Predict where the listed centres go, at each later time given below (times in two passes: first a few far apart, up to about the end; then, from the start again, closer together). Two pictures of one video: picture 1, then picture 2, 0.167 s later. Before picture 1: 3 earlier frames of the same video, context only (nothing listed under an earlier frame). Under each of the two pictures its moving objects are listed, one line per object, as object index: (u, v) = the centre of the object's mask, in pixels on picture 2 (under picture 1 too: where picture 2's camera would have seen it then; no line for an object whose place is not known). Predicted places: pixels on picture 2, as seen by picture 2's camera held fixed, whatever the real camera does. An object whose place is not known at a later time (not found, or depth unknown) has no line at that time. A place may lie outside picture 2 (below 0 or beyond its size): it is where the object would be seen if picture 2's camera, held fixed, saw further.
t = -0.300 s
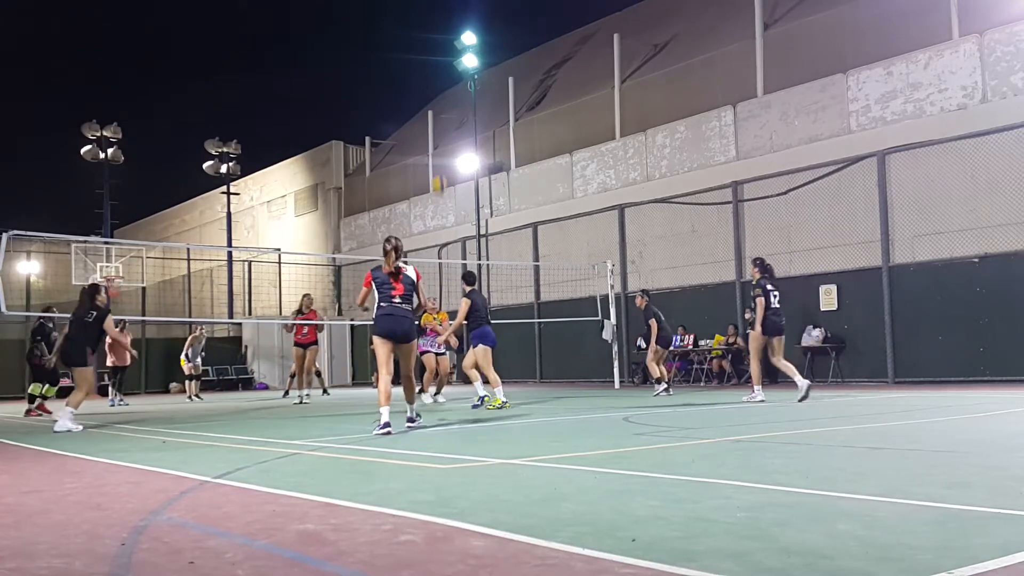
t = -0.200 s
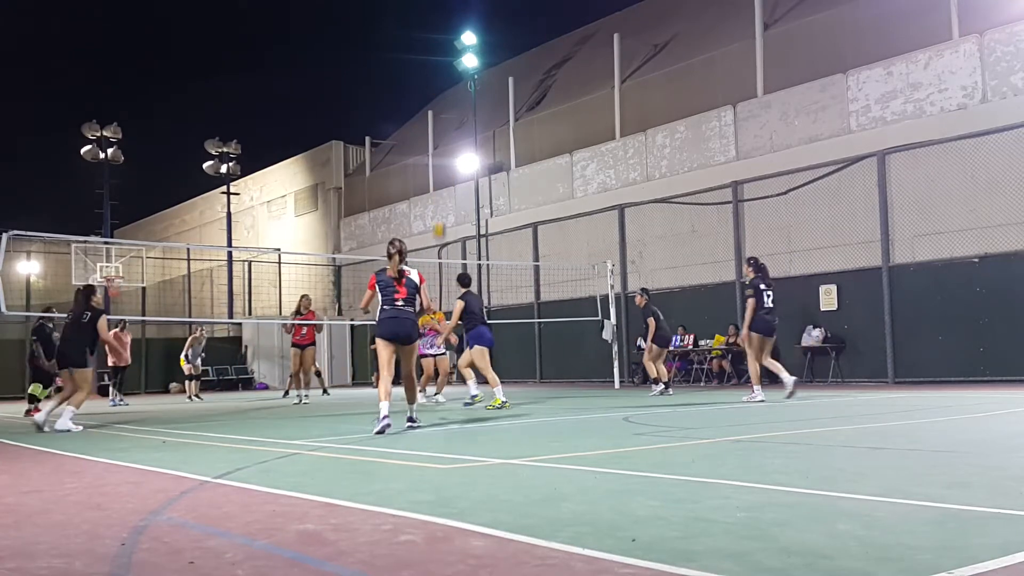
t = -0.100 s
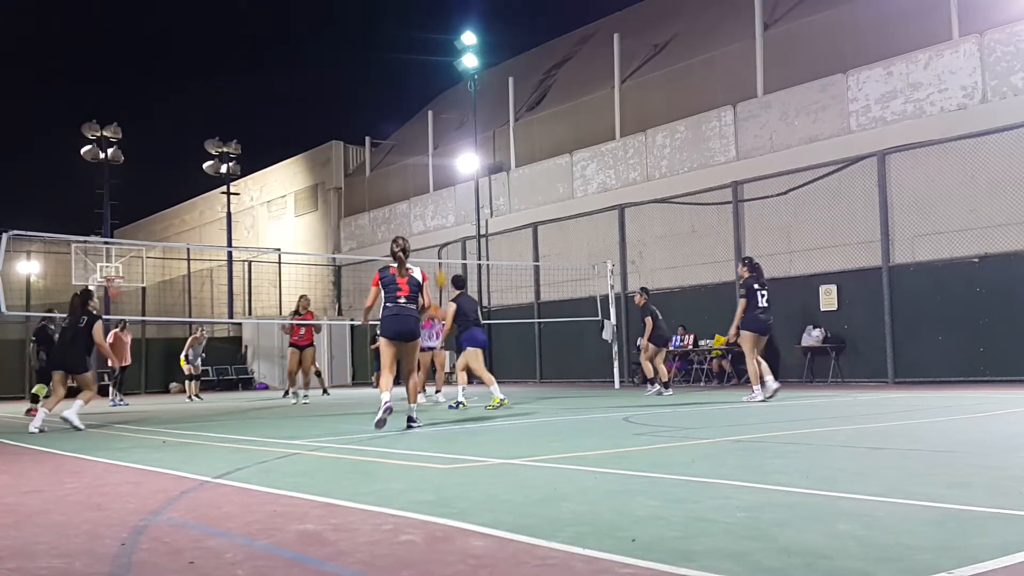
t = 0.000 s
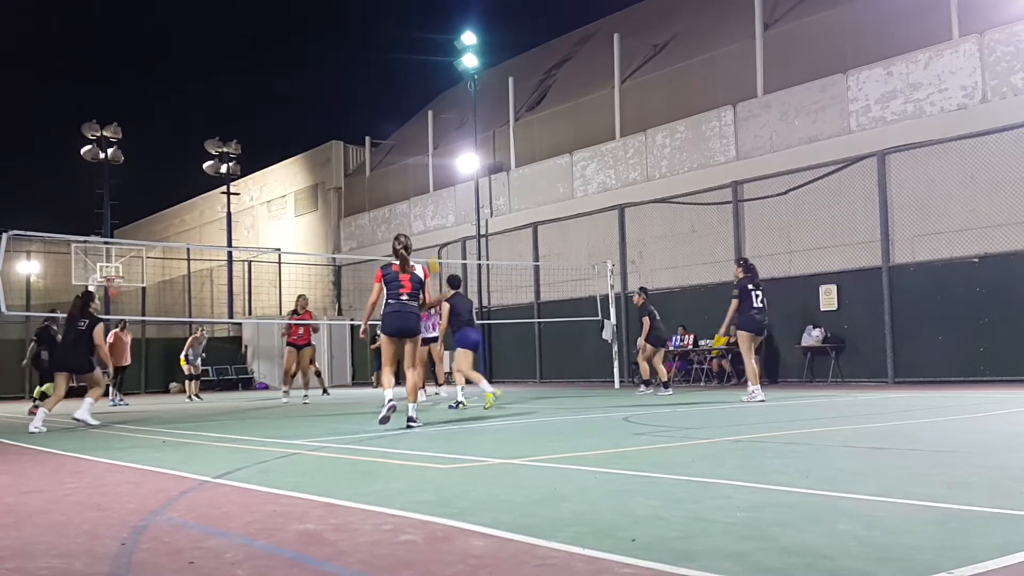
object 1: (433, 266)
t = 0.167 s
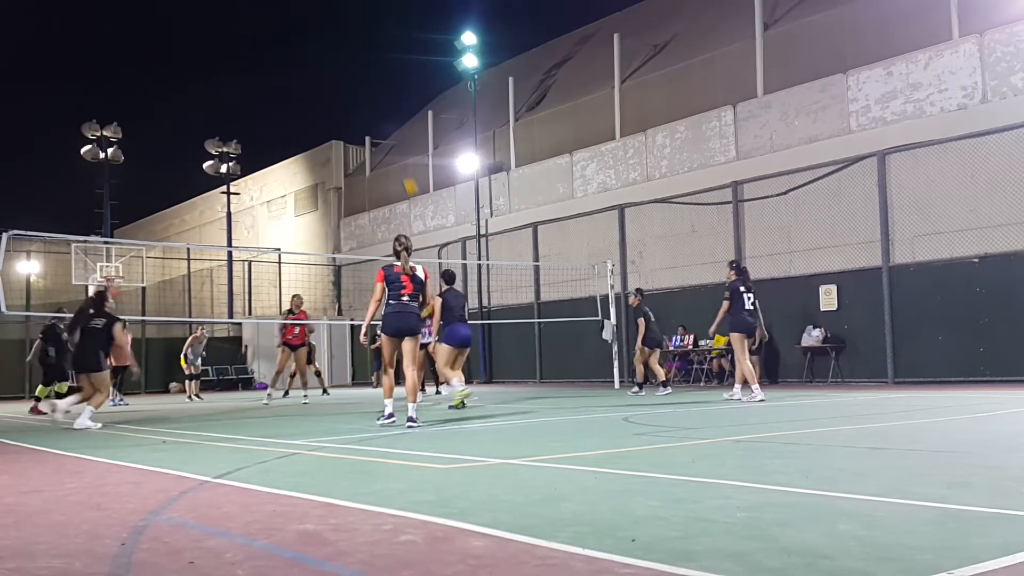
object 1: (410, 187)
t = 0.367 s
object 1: (387, 119)
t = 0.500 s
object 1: (372, 88)
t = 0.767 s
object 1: (342, 63)
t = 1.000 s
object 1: (316, 85)
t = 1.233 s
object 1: (291, 149)
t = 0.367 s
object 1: (387, 119)
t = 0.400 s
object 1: (383, 110)
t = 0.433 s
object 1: (379, 102)
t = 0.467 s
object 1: (376, 94)
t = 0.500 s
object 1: (372, 88)
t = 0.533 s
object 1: (368, 82)
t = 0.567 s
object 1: (364, 77)
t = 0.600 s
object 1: (360, 73)
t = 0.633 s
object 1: (356, 69)
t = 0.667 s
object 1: (353, 67)
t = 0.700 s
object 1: (350, 65)
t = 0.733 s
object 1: (346, 64)
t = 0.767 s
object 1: (342, 63)
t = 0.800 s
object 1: (338, 64)
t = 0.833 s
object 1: (335, 65)
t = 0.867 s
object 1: (331, 68)
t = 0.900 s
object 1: (327, 71)
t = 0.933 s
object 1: (324, 74)
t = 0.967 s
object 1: (320, 79)
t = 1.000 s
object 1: (316, 85)
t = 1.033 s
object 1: (312, 92)
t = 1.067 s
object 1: (309, 99)
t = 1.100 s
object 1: (305, 108)
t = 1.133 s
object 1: (302, 117)
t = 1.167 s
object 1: (298, 127)
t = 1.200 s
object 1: (294, 139)
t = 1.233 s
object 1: (291, 149)
